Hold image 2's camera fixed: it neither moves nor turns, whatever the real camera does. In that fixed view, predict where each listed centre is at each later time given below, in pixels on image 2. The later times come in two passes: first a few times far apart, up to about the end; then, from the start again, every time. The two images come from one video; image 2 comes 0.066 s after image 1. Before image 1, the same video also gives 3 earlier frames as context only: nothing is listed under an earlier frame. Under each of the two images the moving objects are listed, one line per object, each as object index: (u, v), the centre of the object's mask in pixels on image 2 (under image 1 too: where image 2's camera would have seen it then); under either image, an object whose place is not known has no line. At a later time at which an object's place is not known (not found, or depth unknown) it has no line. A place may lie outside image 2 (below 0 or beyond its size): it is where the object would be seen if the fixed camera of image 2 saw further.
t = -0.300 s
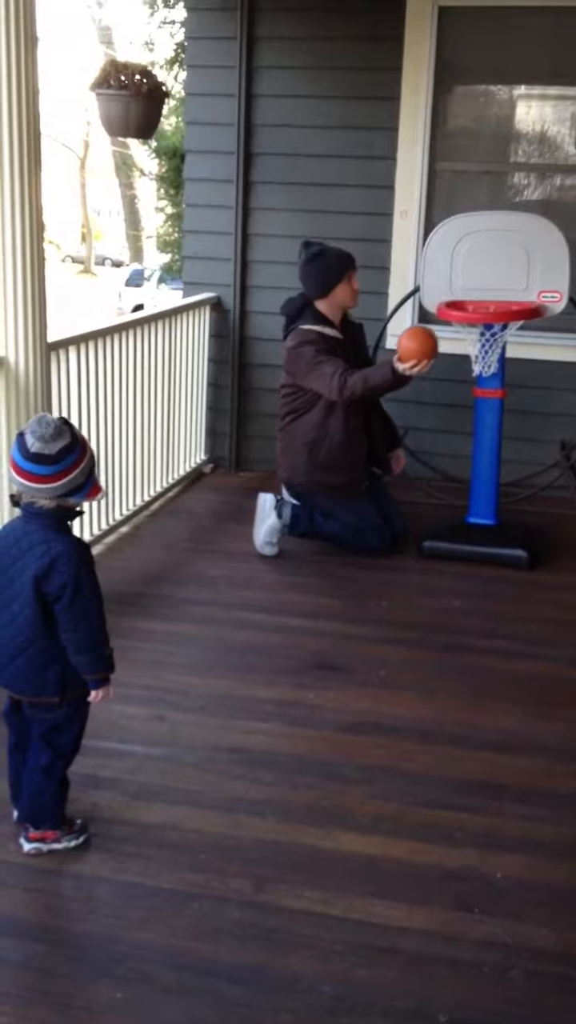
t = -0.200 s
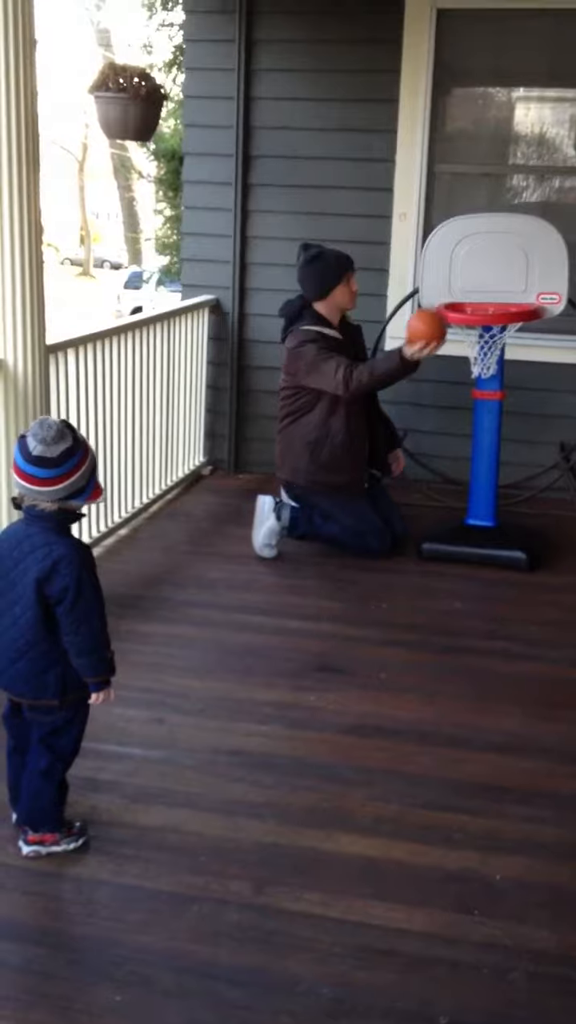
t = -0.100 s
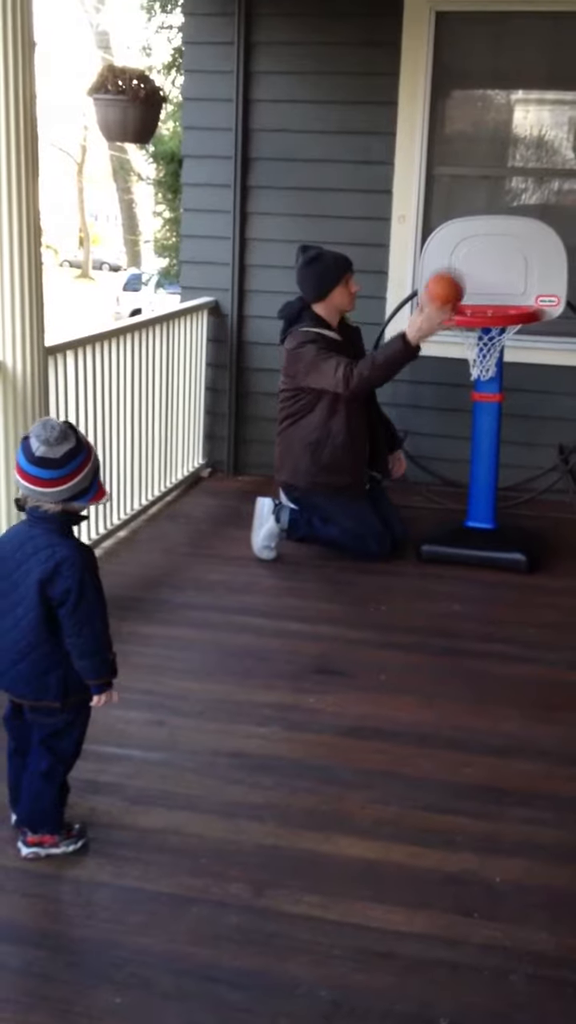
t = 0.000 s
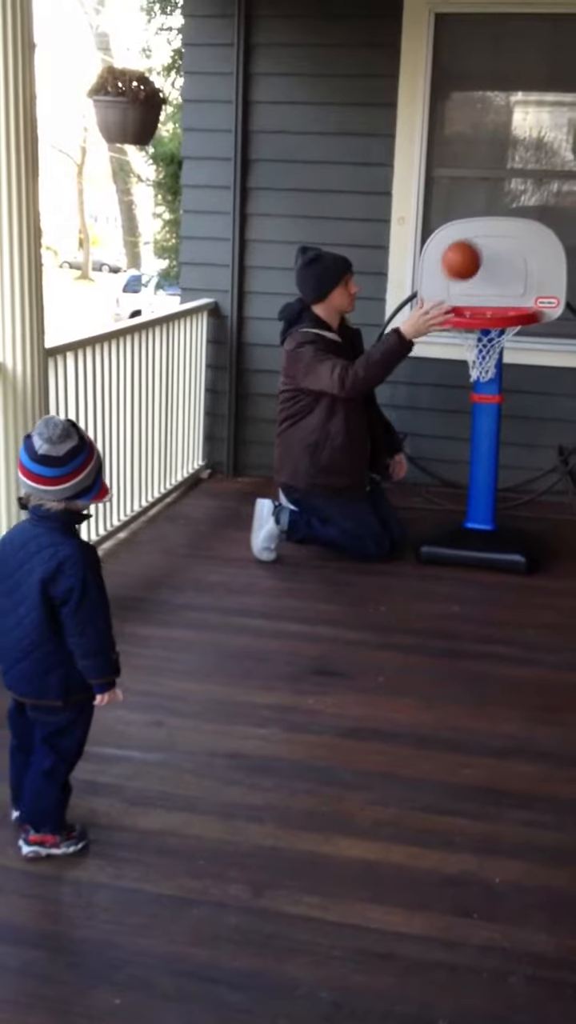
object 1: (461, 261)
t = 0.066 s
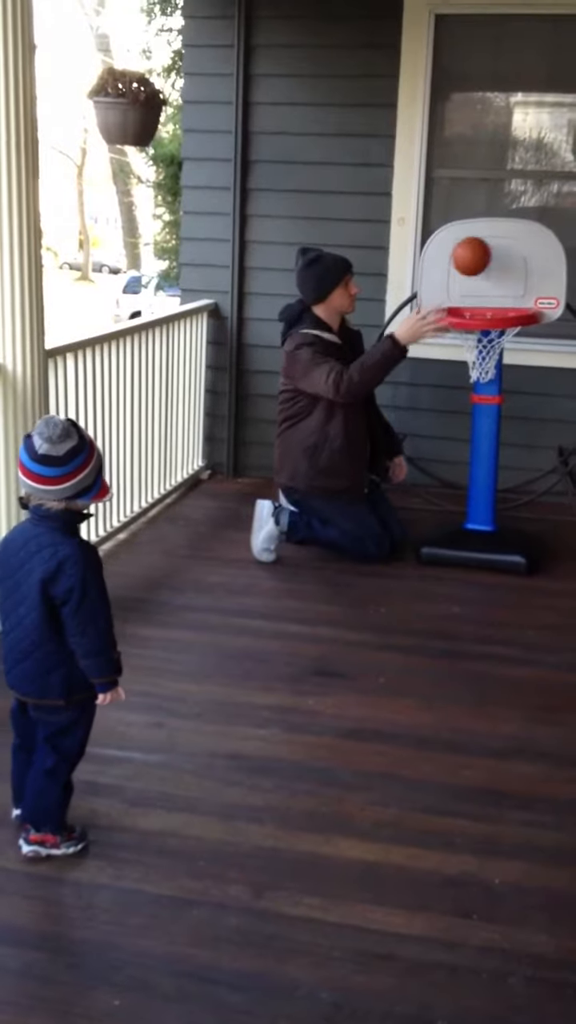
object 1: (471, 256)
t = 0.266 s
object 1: (473, 305)
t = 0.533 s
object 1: (482, 359)
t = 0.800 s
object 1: (480, 400)
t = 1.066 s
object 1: (476, 534)
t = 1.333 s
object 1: (449, 597)
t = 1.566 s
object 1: (423, 638)
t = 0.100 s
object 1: (475, 258)
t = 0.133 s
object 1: (480, 263)
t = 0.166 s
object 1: (480, 271)
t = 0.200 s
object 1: (478, 280)
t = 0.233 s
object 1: (475, 294)
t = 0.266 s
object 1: (473, 305)
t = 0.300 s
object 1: (477, 309)
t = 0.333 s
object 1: (480, 333)
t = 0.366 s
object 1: (488, 339)
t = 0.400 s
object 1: (492, 345)
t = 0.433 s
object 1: (493, 352)
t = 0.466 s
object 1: (491, 354)
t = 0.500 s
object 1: (487, 357)
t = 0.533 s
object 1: (482, 359)
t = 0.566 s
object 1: (479, 360)
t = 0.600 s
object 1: (476, 362)
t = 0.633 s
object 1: (475, 366)
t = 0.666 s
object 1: (472, 370)
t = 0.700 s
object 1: (475, 385)
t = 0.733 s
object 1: (475, 387)
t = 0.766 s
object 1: (477, 392)
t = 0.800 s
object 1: (480, 400)
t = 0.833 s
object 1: (480, 413)
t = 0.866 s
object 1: (479, 431)
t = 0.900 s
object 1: (479, 450)
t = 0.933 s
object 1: (479, 472)
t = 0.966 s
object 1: (479, 496)
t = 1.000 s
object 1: (478, 525)
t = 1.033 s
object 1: (478, 535)
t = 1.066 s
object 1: (476, 534)
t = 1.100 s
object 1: (473, 535)
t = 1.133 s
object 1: (471, 538)
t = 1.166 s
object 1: (468, 546)
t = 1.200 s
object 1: (464, 555)
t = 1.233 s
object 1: (459, 569)
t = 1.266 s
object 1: (455, 586)
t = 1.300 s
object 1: (452, 600)
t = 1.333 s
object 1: (449, 597)
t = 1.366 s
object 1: (446, 595)
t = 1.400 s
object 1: (443, 595)
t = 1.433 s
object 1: (441, 599)
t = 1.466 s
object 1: (437, 606)
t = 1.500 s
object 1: (432, 617)
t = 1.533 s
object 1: (428, 632)
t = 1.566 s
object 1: (423, 638)
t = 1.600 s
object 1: (419, 638)
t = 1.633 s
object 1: (415, 640)
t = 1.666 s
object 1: (411, 645)
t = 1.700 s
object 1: (405, 655)
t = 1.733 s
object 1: (399, 666)
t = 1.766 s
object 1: (394, 670)
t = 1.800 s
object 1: (390, 671)
